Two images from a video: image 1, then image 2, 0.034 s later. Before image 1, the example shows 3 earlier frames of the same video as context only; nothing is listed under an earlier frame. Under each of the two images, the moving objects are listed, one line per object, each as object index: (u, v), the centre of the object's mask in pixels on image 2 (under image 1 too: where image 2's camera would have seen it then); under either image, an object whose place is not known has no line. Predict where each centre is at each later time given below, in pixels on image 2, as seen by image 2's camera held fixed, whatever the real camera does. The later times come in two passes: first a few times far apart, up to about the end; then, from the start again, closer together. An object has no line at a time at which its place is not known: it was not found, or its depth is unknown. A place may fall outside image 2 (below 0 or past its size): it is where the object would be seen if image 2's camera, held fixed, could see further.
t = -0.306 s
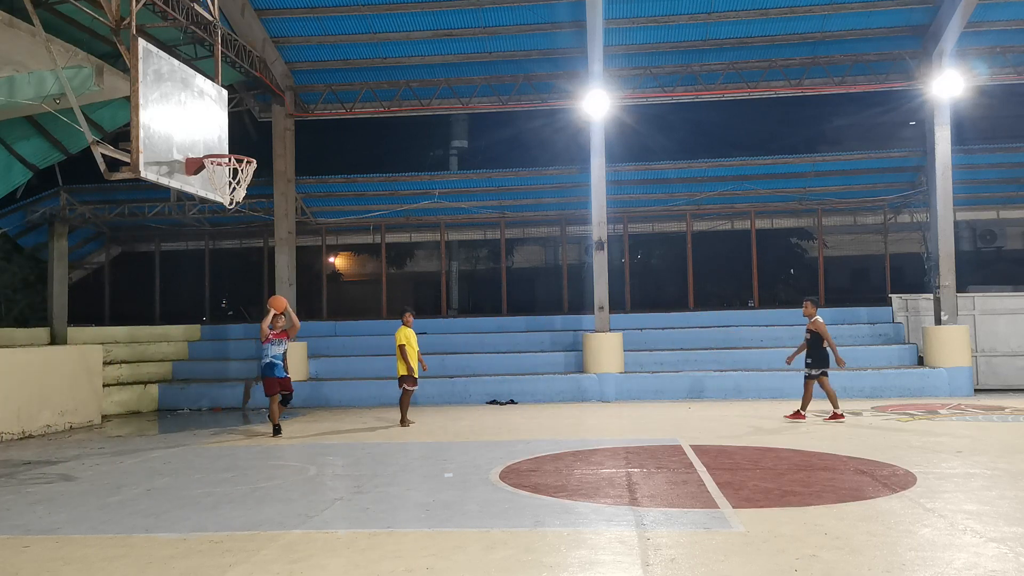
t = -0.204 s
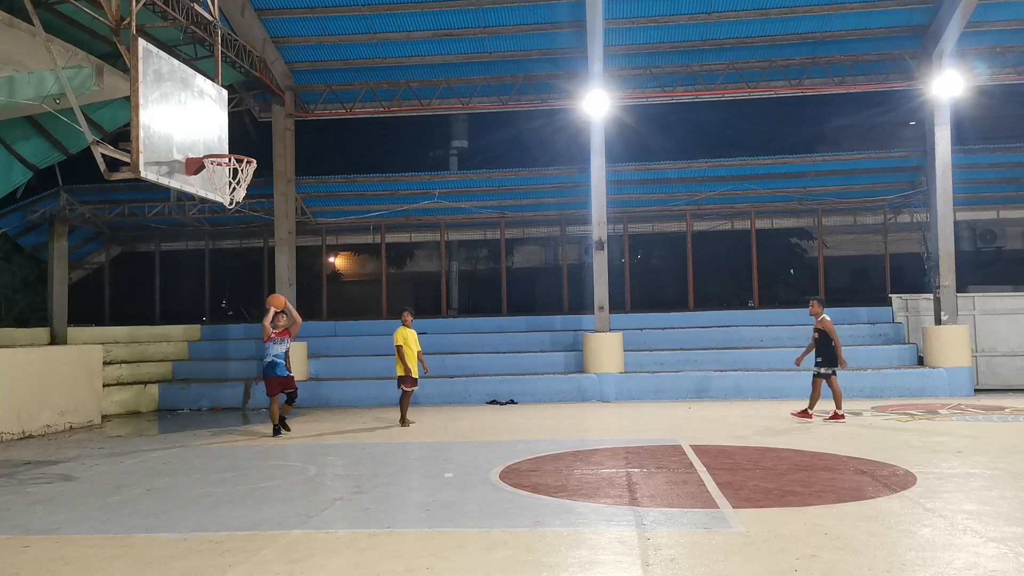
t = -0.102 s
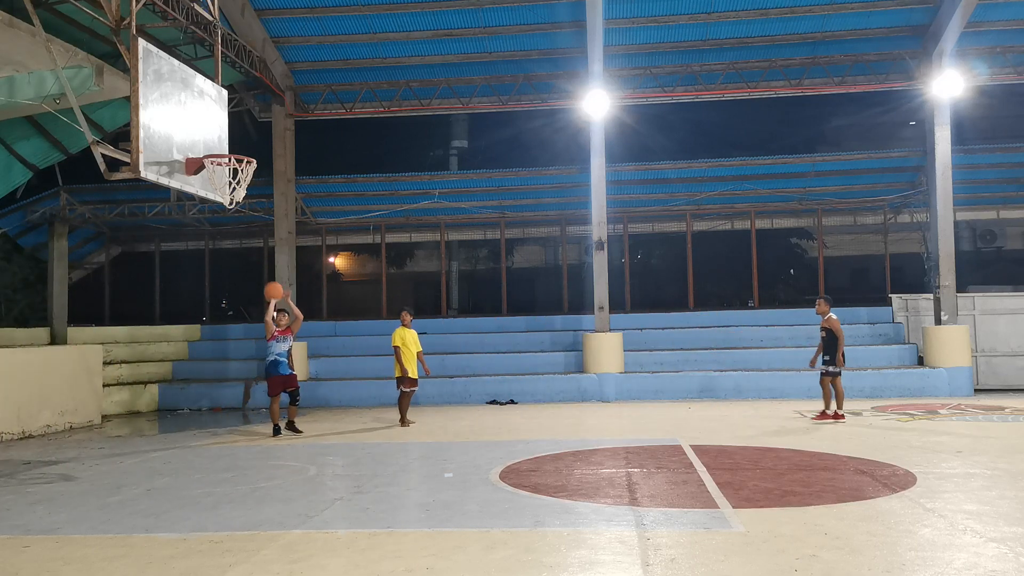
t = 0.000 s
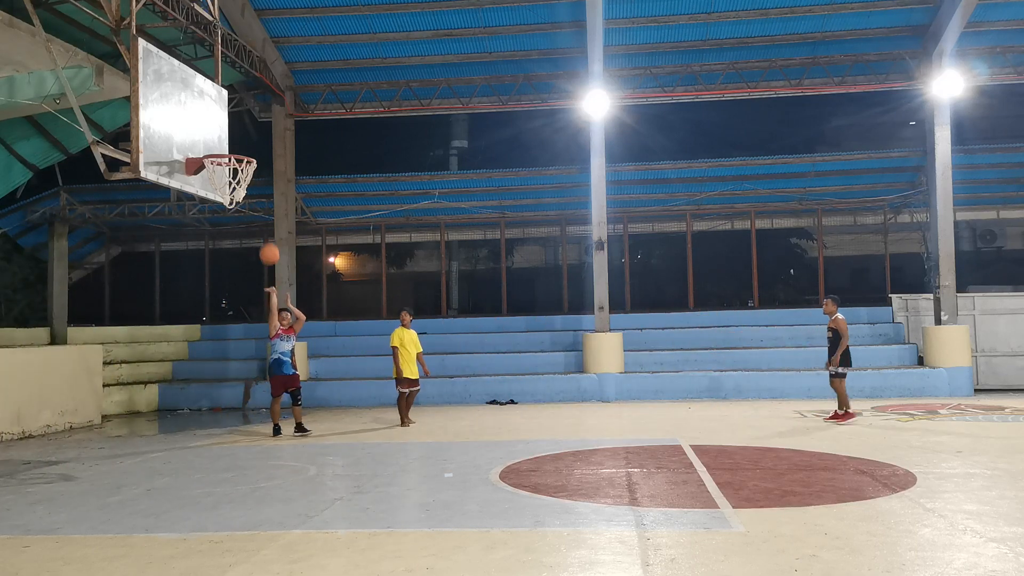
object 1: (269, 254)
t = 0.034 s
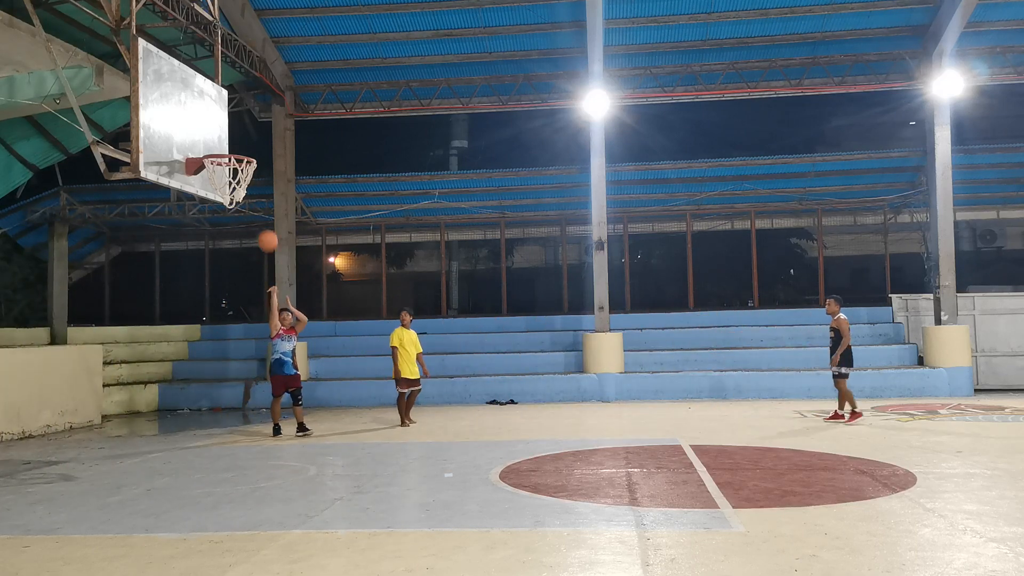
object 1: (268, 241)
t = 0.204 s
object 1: (260, 186)
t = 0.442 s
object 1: (247, 139)
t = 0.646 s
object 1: (235, 134)
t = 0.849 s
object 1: (224, 173)
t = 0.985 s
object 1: (233, 230)
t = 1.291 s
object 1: (250, 416)
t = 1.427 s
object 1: (259, 412)
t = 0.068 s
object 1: (266, 229)
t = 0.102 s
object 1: (265, 217)
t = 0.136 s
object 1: (263, 206)
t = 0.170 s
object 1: (262, 195)
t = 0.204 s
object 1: (260, 186)
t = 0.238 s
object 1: (260, 177)
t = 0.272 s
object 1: (260, 169)
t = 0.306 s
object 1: (257, 159)
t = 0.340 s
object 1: (254, 152)
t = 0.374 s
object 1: (251, 147)
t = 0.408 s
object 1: (249, 143)
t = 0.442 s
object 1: (247, 139)
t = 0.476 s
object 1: (245, 136)
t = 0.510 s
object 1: (243, 133)
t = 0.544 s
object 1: (241, 132)
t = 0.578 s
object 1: (239, 132)
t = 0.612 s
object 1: (237, 133)
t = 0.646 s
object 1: (235, 134)
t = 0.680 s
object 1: (233, 137)
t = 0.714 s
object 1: (230, 141)
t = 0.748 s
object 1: (228, 145)
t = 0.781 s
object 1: (226, 149)
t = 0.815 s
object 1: (223, 163)
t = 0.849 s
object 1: (224, 173)
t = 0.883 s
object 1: (227, 187)
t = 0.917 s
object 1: (229, 203)
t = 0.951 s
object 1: (231, 215)
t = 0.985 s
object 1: (233, 230)
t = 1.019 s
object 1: (235, 246)
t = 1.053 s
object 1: (237, 263)
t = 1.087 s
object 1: (239, 281)
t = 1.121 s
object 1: (241, 301)
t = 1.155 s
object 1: (243, 321)
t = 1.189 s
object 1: (245, 345)
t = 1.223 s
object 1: (247, 368)
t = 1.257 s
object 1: (248, 393)
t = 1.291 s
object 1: (250, 416)
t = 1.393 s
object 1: (256, 433)
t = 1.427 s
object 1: (259, 412)
